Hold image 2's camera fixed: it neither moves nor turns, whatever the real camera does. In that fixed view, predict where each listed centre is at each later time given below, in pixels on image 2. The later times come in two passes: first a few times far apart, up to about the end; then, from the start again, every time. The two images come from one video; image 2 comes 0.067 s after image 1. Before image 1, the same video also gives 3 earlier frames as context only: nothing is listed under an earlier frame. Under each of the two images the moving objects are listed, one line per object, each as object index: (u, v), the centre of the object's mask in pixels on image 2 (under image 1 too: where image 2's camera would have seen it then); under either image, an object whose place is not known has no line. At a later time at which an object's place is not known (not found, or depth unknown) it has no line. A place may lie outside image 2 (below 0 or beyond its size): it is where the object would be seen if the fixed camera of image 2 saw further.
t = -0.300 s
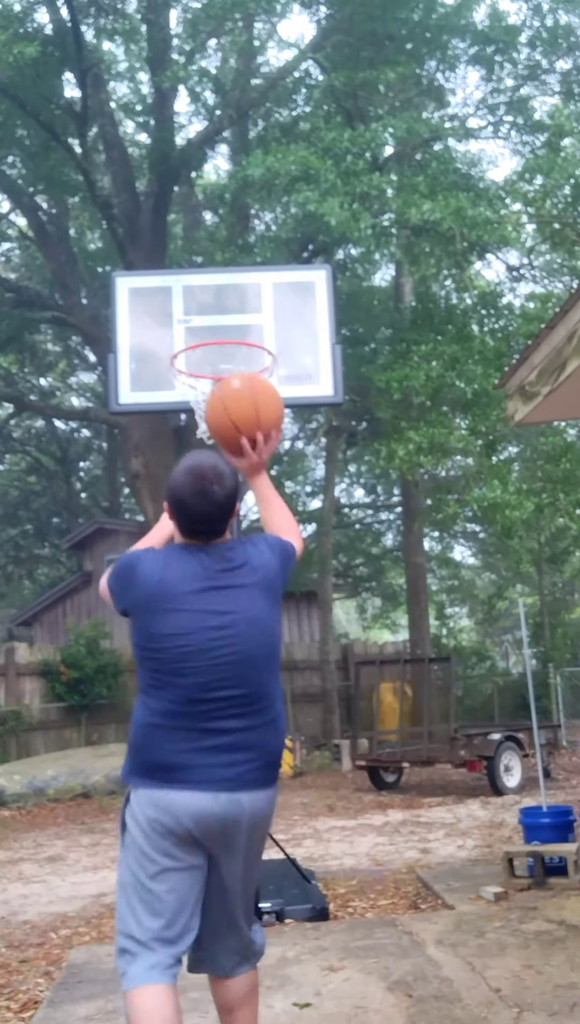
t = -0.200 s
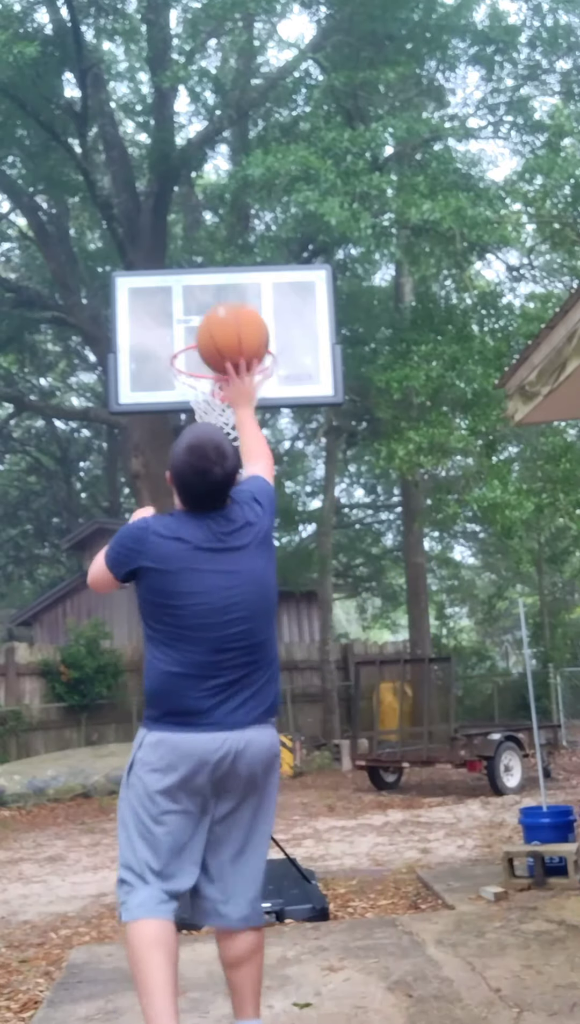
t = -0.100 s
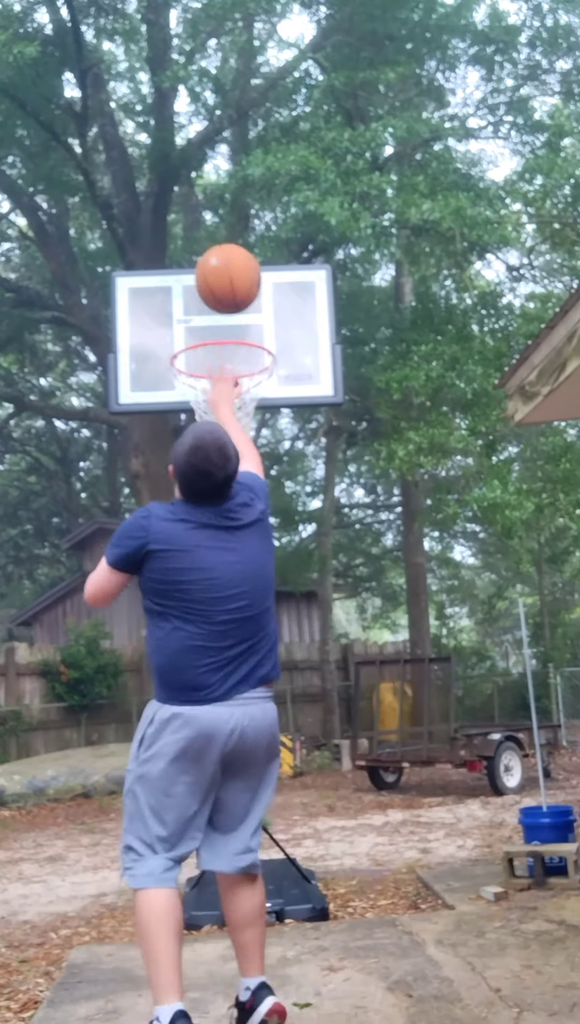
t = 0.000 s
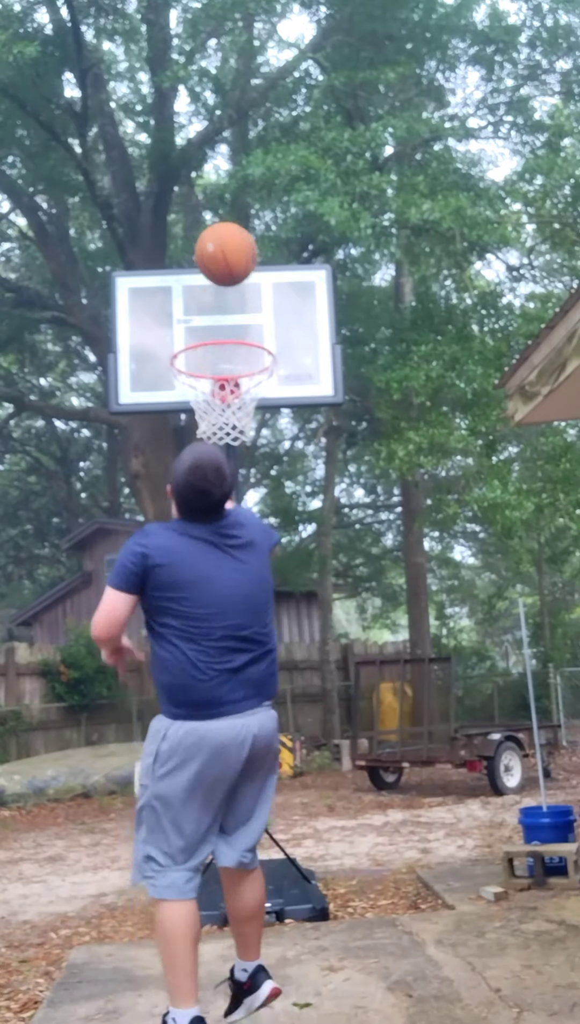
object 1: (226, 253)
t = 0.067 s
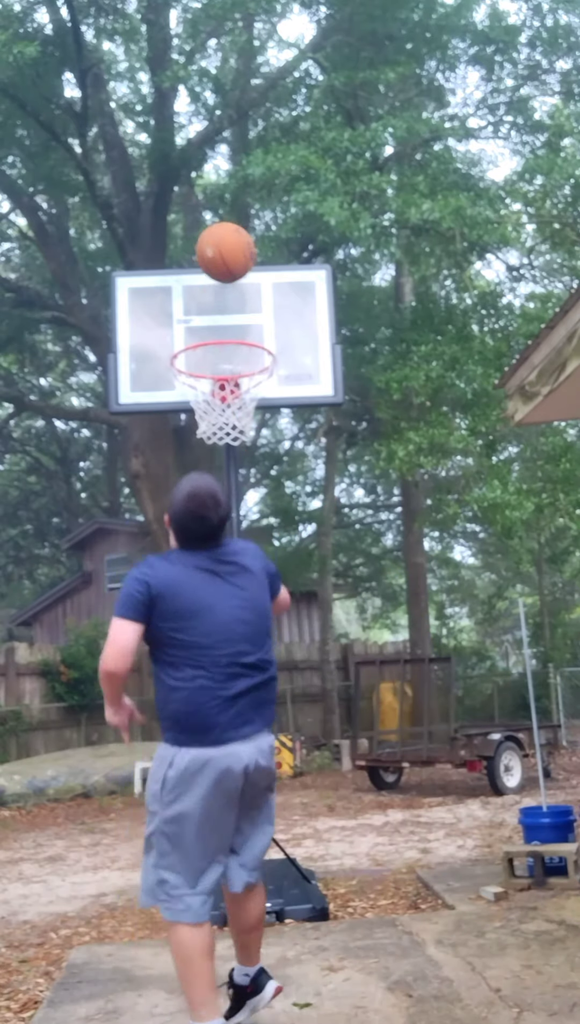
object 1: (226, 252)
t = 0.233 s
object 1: (227, 287)
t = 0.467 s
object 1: (226, 355)
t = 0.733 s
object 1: (223, 397)
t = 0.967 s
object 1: (224, 496)
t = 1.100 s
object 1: (234, 587)
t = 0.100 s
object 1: (225, 254)
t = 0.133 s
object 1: (226, 260)
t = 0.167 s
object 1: (226, 266)
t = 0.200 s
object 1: (226, 275)
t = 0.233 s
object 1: (227, 287)
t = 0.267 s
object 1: (228, 300)
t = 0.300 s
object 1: (228, 314)
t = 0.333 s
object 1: (229, 325)
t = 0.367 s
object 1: (229, 332)
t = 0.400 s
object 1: (227, 340)
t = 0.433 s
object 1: (226, 346)
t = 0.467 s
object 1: (226, 355)
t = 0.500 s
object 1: (226, 365)
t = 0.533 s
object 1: (225, 374)
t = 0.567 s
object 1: (224, 378)
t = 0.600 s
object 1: (224, 381)
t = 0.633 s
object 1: (223, 383)
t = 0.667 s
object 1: (223, 386)
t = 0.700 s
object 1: (223, 392)
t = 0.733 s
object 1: (223, 397)
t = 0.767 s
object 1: (223, 404)
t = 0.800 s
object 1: (223, 415)
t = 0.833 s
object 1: (224, 430)
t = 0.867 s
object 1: (224, 442)
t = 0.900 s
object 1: (224, 458)
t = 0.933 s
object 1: (224, 475)
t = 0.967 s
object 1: (224, 496)
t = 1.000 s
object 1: (226, 518)
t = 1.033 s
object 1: (230, 543)
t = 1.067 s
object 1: (232, 570)
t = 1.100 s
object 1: (234, 587)
